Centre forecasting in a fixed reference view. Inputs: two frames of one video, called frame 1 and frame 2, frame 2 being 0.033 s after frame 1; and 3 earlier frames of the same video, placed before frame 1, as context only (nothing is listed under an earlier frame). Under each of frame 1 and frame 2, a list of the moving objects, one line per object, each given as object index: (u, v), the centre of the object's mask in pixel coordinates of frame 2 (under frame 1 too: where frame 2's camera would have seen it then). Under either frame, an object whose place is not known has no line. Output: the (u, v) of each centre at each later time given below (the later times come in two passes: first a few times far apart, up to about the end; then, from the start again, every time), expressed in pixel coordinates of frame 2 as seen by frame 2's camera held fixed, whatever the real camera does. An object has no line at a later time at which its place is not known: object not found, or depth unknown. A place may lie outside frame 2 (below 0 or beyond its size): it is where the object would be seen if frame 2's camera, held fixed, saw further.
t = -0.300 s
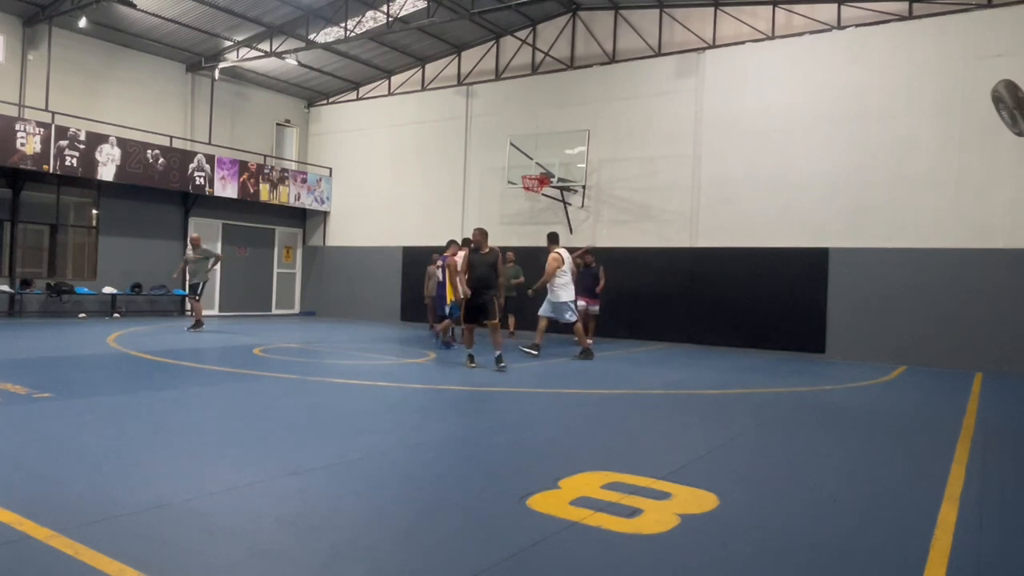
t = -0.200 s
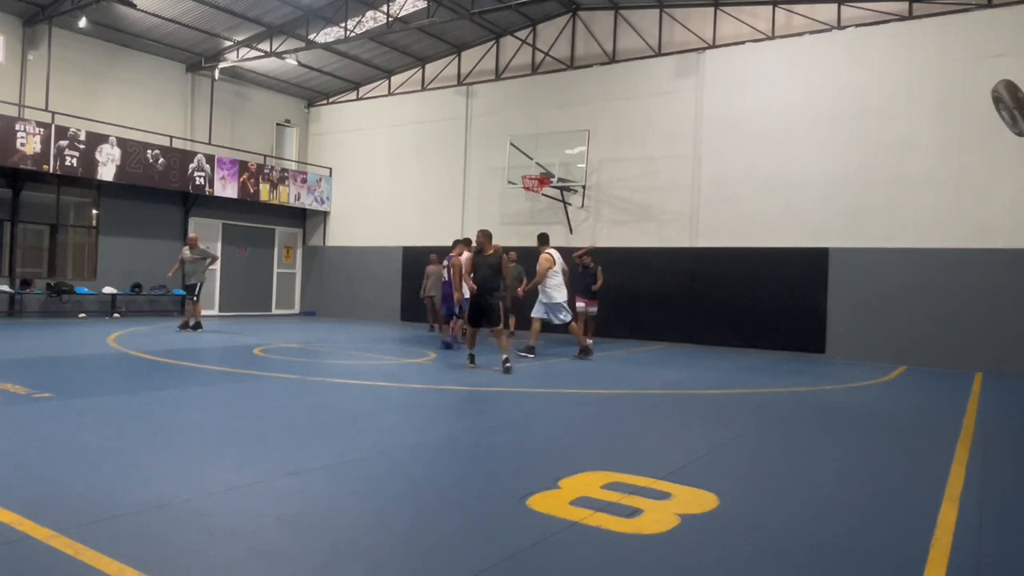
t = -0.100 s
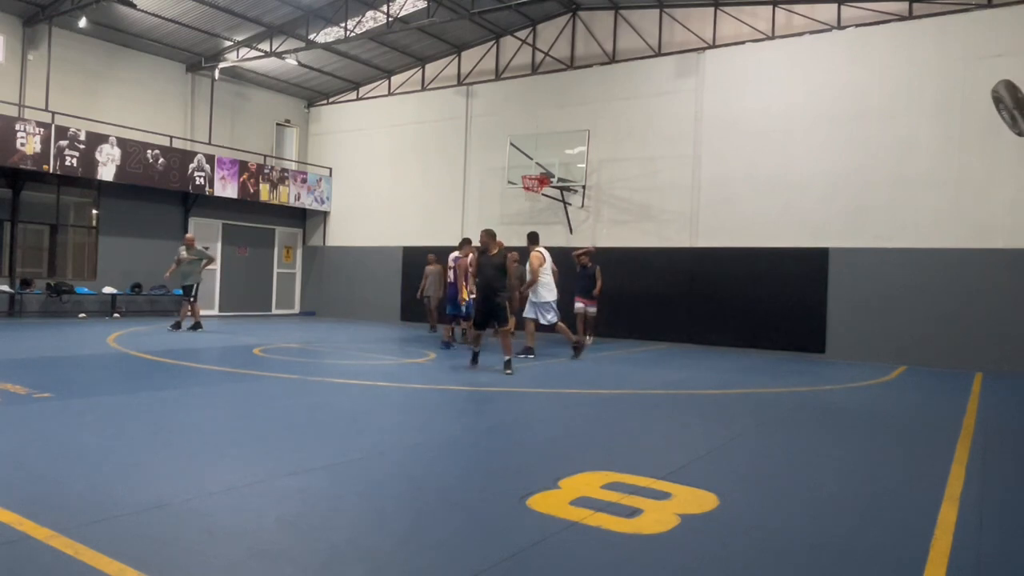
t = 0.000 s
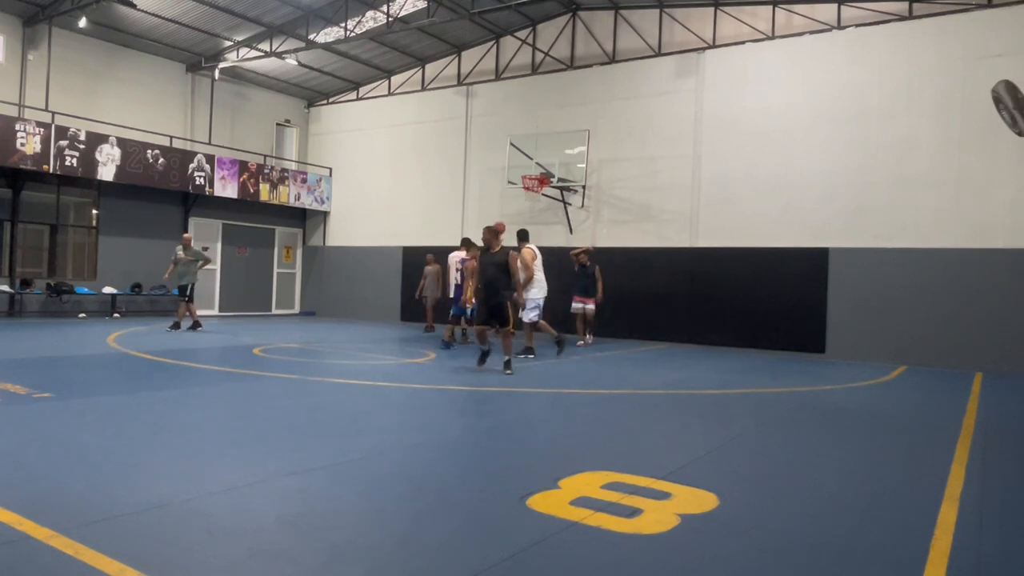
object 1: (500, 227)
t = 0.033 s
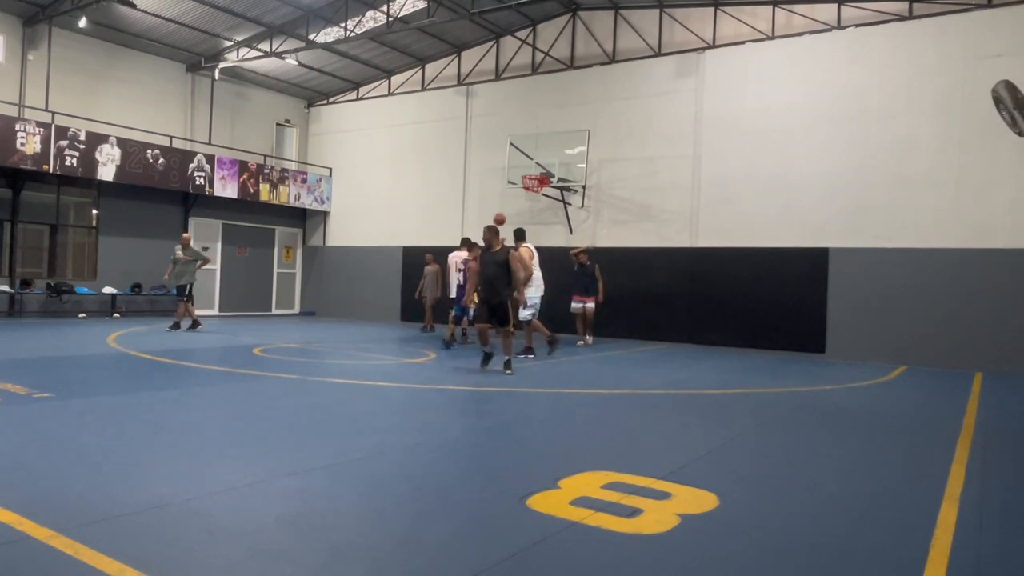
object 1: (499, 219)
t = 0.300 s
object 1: (499, 166)
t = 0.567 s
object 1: (498, 144)
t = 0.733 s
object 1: (496, 153)
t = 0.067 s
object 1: (499, 211)
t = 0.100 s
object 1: (499, 203)
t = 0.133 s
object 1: (499, 196)
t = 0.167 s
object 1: (499, 189)
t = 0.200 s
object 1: (499, 182)
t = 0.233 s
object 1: (499, 176)
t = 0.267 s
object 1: (499, 171)
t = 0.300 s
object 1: (499, 166)
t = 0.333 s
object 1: (499, 161)
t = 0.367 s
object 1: (499, 156)
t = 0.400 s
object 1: (499, 153)
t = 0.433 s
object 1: (498, 150)
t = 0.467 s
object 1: (498, 147)
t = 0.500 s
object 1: (498, 145)
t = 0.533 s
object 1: (498, 145)
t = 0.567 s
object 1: (498, 144)
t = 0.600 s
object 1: (497, 144)
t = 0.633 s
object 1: (497, 145)
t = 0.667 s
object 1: (497, 147)
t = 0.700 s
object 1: (496, 149)
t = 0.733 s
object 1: (496, 153)
